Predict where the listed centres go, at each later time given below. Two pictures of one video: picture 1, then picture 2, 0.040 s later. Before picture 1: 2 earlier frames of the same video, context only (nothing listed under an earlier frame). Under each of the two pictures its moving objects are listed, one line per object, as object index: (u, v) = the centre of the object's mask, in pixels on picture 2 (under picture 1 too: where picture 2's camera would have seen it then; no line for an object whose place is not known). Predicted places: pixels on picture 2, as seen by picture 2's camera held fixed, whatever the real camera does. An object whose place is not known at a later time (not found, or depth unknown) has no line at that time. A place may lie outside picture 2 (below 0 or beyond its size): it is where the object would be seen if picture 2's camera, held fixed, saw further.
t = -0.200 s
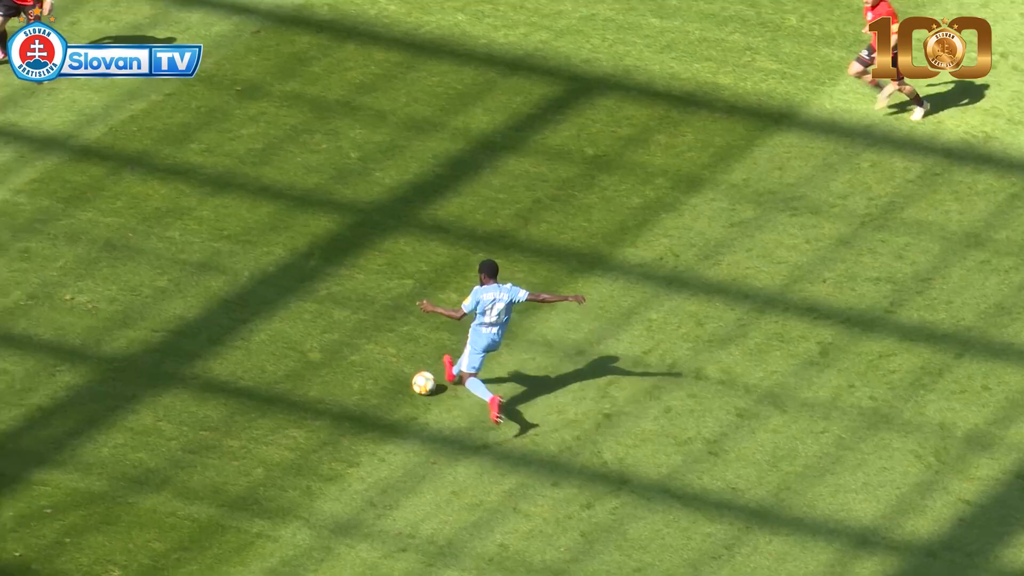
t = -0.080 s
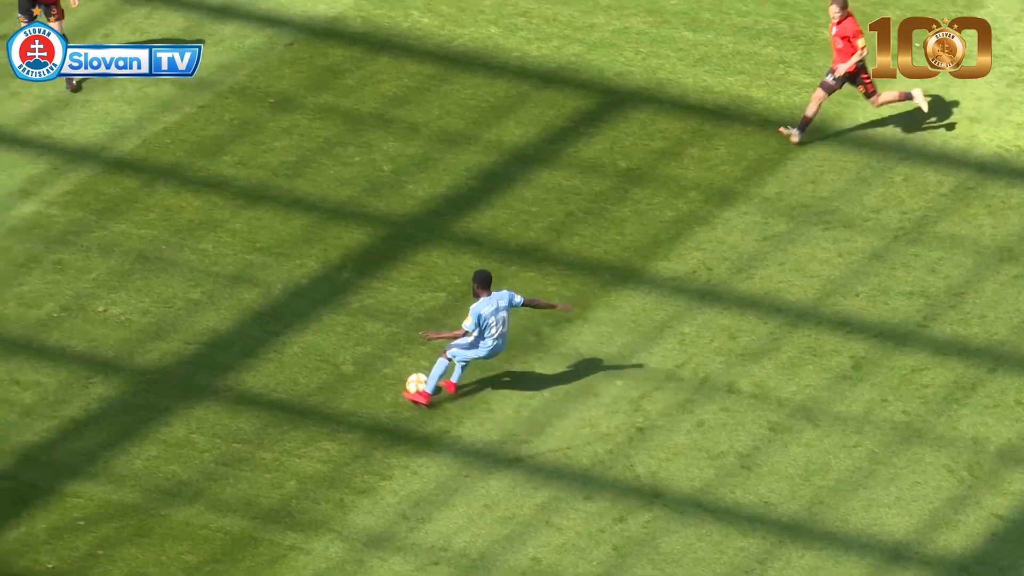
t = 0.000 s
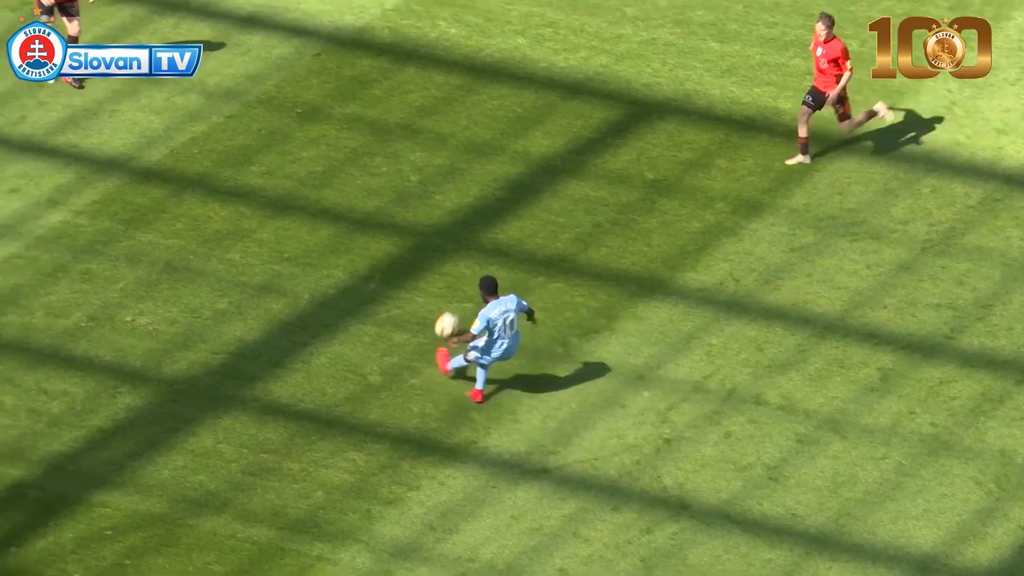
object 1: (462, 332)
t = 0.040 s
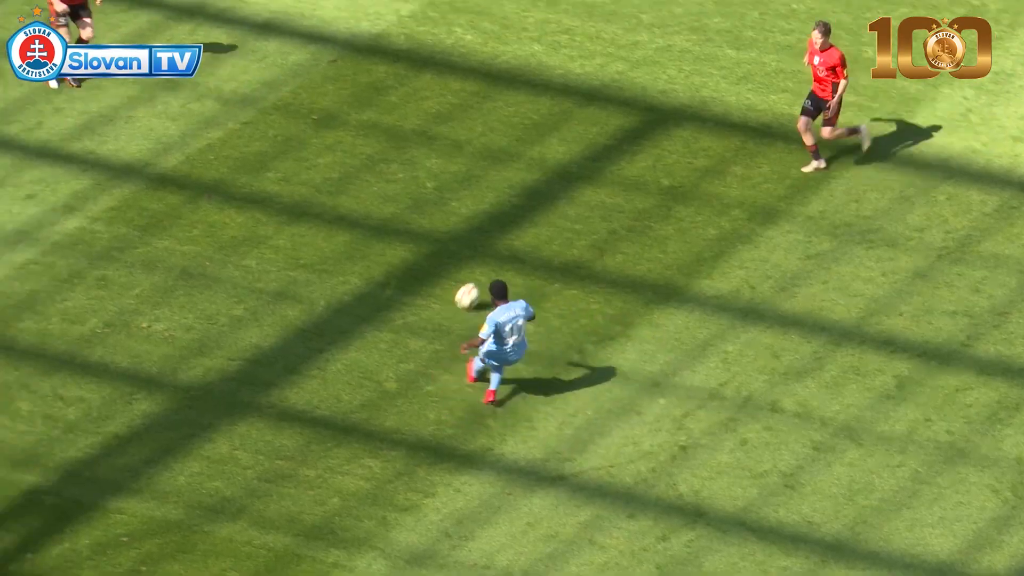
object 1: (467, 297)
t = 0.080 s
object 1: (473, 262)
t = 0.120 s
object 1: (480, 233)
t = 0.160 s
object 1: (487, 202)
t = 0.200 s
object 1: (494, 171)
